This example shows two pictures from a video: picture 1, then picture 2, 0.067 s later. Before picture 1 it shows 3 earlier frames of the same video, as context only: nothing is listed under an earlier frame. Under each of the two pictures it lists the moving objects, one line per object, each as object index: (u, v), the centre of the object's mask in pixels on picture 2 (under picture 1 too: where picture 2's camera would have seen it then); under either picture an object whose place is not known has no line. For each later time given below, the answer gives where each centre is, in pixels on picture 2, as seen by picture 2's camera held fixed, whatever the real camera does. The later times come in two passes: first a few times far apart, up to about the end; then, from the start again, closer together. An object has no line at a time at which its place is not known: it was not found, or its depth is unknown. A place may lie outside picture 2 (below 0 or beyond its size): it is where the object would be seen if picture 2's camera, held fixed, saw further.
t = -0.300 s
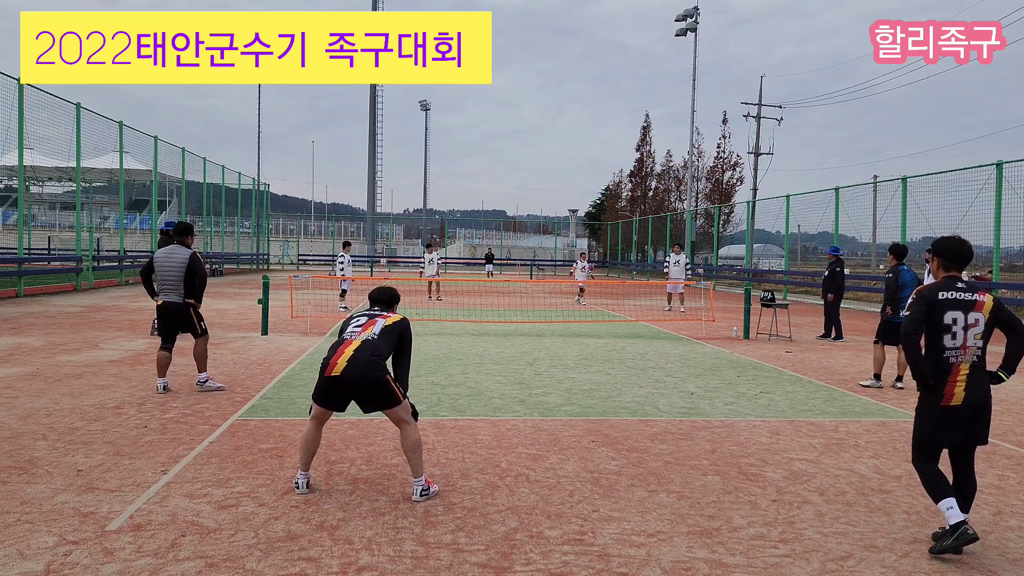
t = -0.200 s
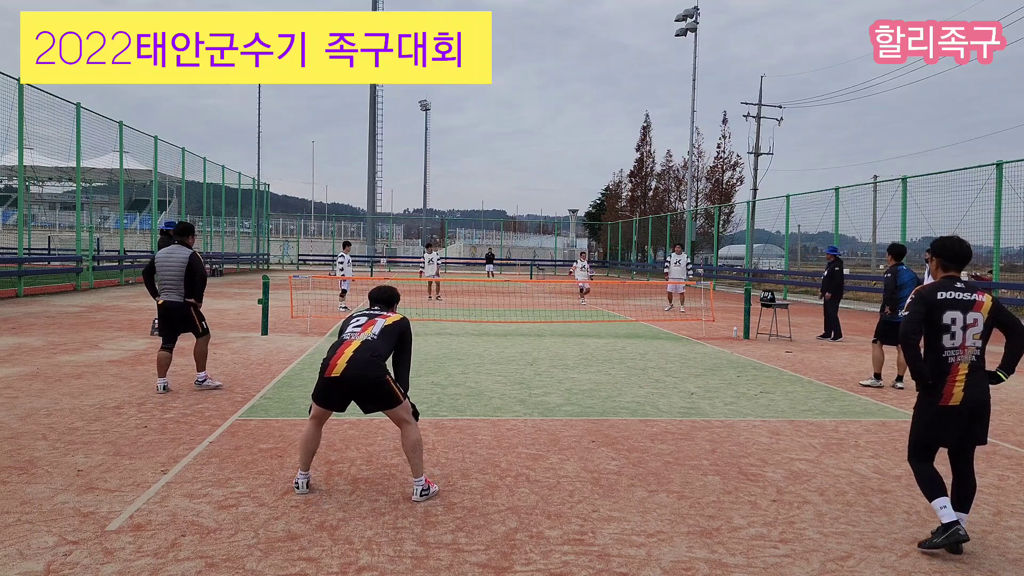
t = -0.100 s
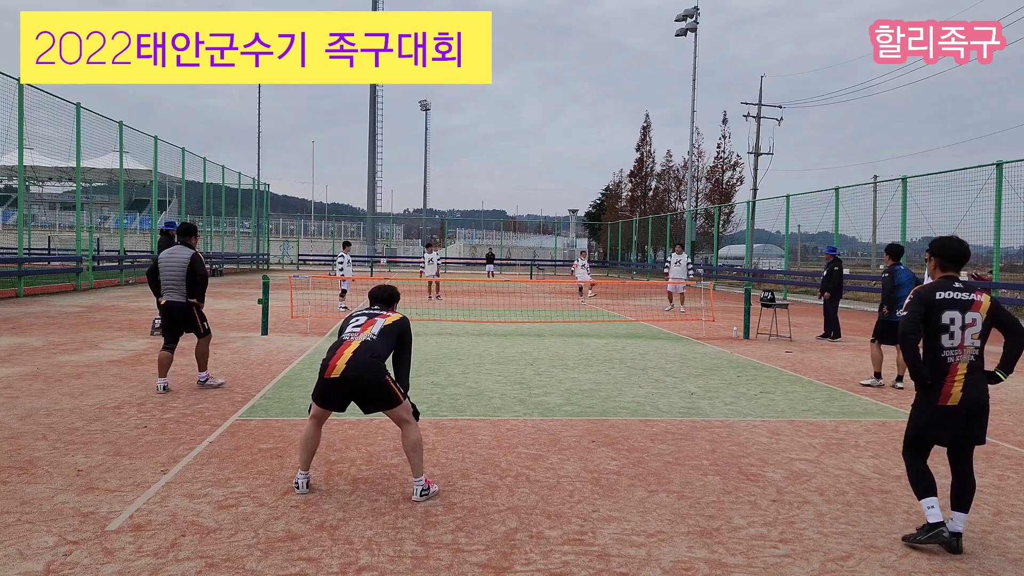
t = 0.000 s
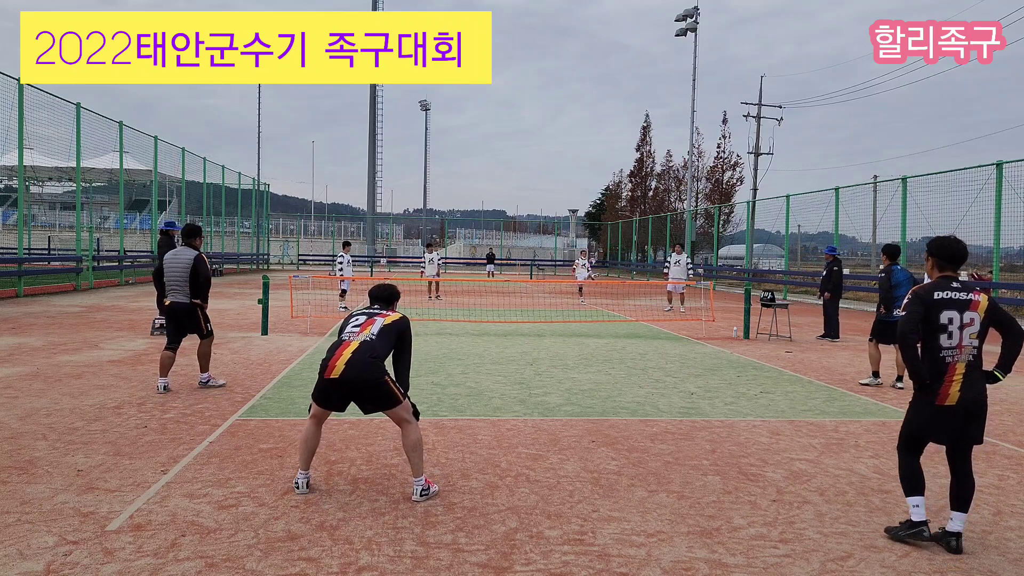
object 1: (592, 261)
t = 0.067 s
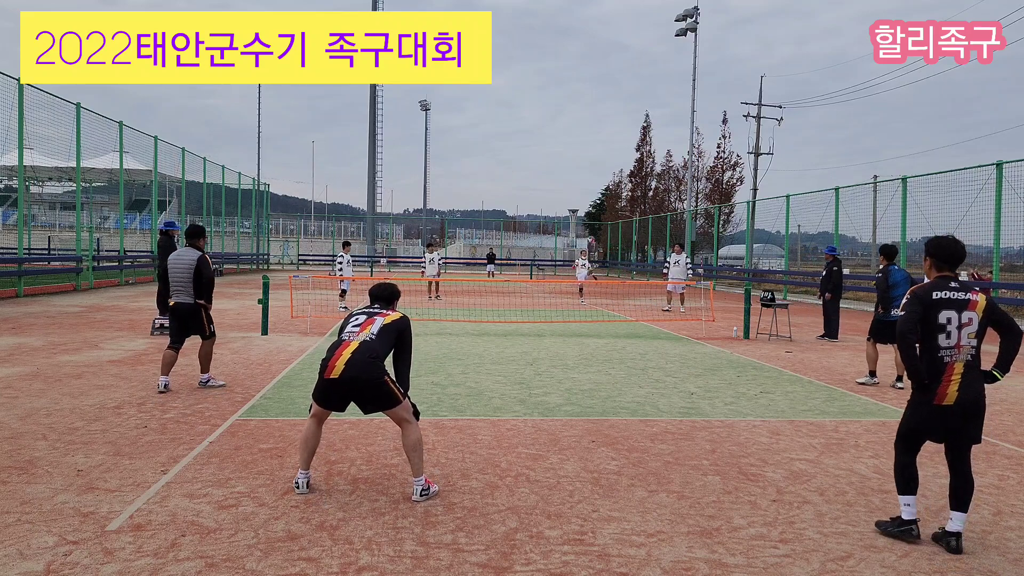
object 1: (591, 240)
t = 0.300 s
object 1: (586, 168)
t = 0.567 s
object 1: (581, 101)
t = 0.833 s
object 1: (574, 53)
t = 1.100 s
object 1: (564, 35)
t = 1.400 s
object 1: (547, 65)
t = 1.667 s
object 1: (528, 159)
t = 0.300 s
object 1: (586, 168)
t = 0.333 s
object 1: (586, 159)
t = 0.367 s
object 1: (585, 150)
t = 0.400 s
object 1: (585, 141)
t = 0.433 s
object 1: (584, 132)
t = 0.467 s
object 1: (583, 124)
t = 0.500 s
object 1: (583, 116)
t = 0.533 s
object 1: (582, 108)
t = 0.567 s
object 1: (581, 101)
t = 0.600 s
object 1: (580, 93)
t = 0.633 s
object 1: (580, 87)
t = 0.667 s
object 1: (579, 80)
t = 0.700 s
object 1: (578, 74)
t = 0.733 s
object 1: (577, 68)
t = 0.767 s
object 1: (576, 63)
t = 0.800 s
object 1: (575, 58)
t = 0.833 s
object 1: (574, 53)
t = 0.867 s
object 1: (573, 49)
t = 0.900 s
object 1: (571, 45)
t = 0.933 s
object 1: (570, 42)
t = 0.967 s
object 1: (569, 40)
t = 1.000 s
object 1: (568, 38)
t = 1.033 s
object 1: (567, 36)
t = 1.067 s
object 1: (565, 35)
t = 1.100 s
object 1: (564, 35)
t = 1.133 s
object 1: (562, 35)
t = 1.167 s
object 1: (561, 36)
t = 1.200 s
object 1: (559, 38)
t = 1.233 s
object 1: (557, 40)
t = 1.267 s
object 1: (555, 43)
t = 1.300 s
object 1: (554, 48)
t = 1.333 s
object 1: (551, 52)
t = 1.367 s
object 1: (549, 58)
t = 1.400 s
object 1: (547, 65)
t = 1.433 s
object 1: (545, 73)
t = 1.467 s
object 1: (543, 82)
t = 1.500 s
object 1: (541, 92)
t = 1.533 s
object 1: (538, 103)
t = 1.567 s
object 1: (536, 115)
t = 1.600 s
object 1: (534, 128)
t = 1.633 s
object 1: (531, 143)
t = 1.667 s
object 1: (528, 159)
